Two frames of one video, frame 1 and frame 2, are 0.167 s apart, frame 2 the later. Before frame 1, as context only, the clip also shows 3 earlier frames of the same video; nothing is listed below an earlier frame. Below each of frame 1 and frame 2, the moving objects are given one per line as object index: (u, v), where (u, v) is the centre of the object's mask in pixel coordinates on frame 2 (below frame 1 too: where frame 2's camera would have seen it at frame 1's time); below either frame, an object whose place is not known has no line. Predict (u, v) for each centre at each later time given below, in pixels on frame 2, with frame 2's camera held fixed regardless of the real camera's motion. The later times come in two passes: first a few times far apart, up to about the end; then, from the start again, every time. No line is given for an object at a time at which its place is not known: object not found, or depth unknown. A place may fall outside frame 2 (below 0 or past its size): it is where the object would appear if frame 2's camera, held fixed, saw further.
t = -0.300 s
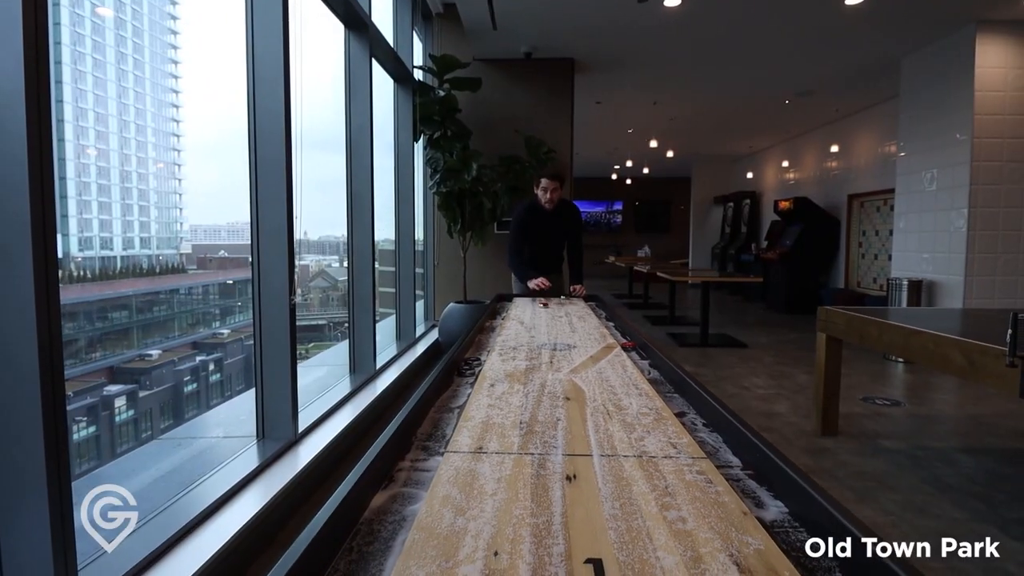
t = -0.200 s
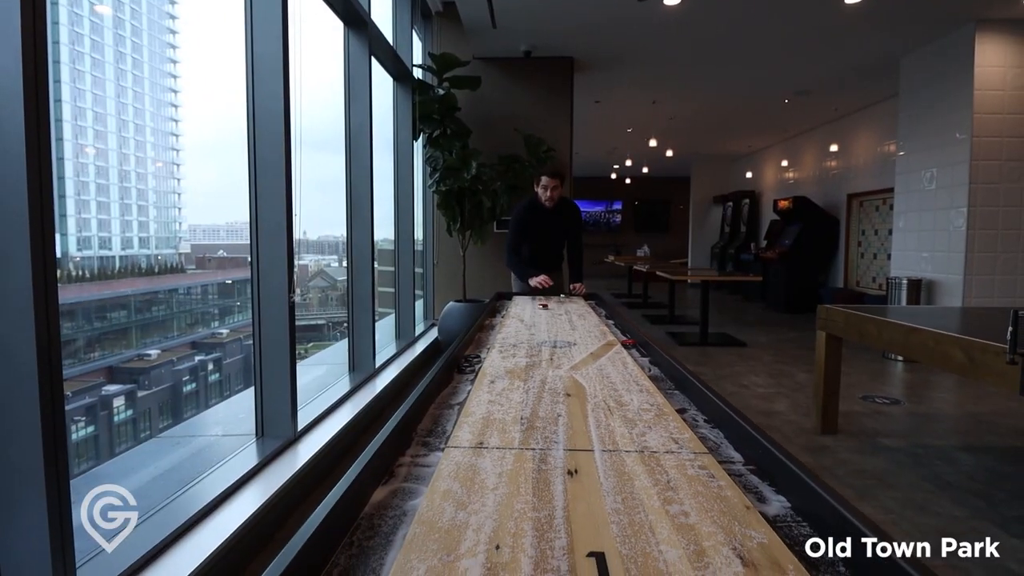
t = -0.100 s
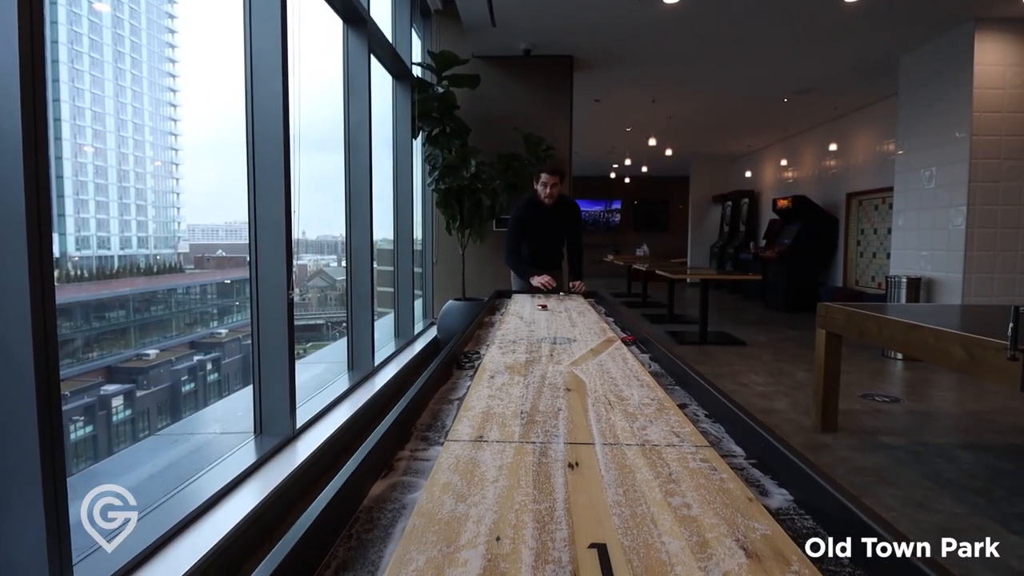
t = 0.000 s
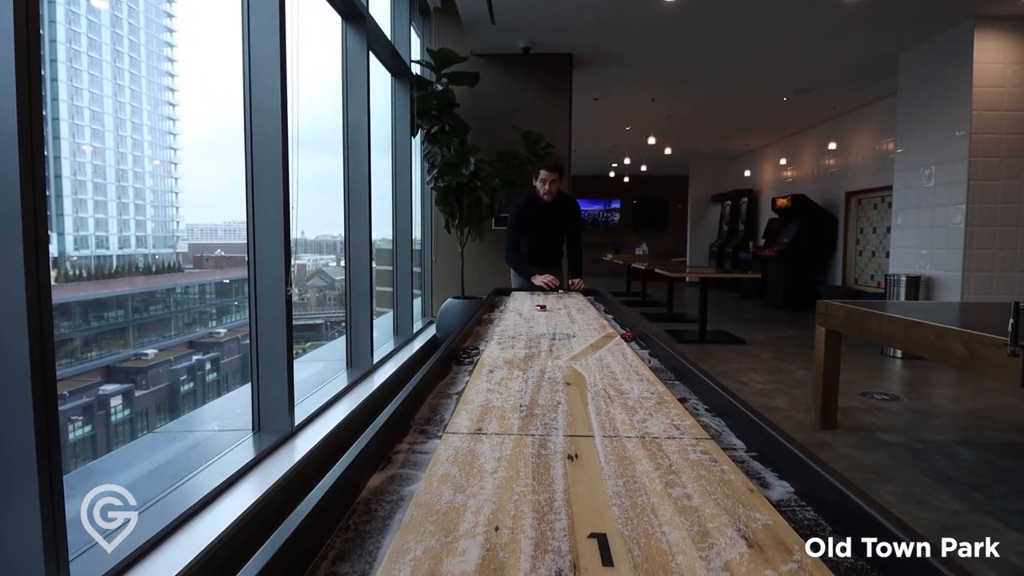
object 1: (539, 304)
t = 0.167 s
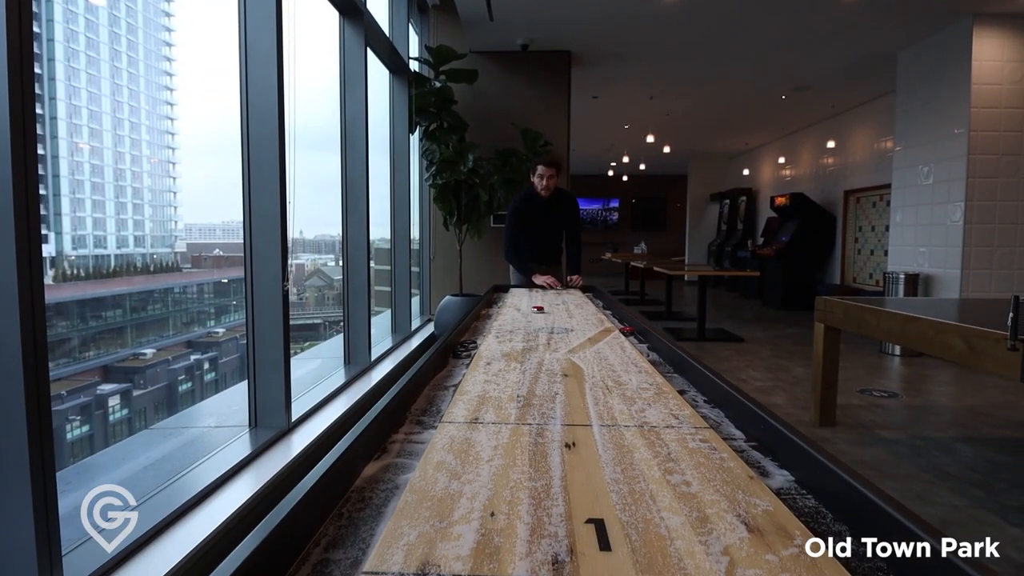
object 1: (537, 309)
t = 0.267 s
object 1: (536, 314)
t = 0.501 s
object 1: (533, 326)
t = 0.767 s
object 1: (528, 345)
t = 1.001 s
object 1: (522, 371)
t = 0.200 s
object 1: (537, 311)
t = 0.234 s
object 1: (537, 312)
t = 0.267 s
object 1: (536, 314)
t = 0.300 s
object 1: (536, 315)
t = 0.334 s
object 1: (536, 317)
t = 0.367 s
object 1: (535, 318)
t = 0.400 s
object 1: (535, 320)
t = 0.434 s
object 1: (534, 322)
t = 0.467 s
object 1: (534, 324)
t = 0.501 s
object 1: (533, 326)
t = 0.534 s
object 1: (532, 328)
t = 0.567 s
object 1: (532, 330)
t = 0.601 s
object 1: (532, 332)
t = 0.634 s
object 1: (531, 334)
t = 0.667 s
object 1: (530, 337)
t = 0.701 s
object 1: (530, 339)
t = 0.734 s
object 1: (529, 342)
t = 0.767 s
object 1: (528, 345)
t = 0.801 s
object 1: (527, 348)
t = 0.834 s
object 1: (527, 352)
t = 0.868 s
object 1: (526, 355)
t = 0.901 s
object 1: (525, 358)
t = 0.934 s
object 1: (524, 362)
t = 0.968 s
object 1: (523, 366)
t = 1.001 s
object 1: (522, 371)
